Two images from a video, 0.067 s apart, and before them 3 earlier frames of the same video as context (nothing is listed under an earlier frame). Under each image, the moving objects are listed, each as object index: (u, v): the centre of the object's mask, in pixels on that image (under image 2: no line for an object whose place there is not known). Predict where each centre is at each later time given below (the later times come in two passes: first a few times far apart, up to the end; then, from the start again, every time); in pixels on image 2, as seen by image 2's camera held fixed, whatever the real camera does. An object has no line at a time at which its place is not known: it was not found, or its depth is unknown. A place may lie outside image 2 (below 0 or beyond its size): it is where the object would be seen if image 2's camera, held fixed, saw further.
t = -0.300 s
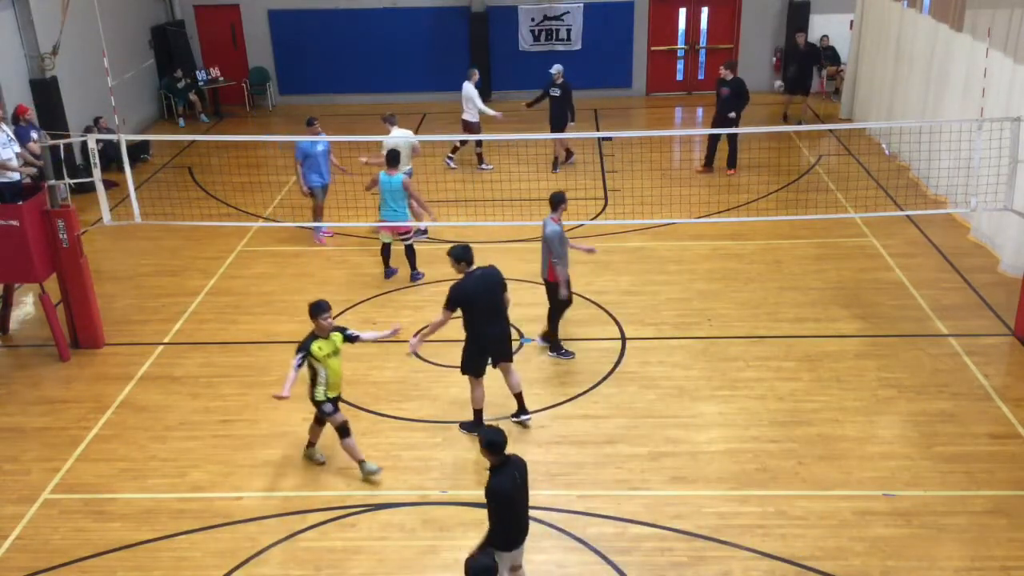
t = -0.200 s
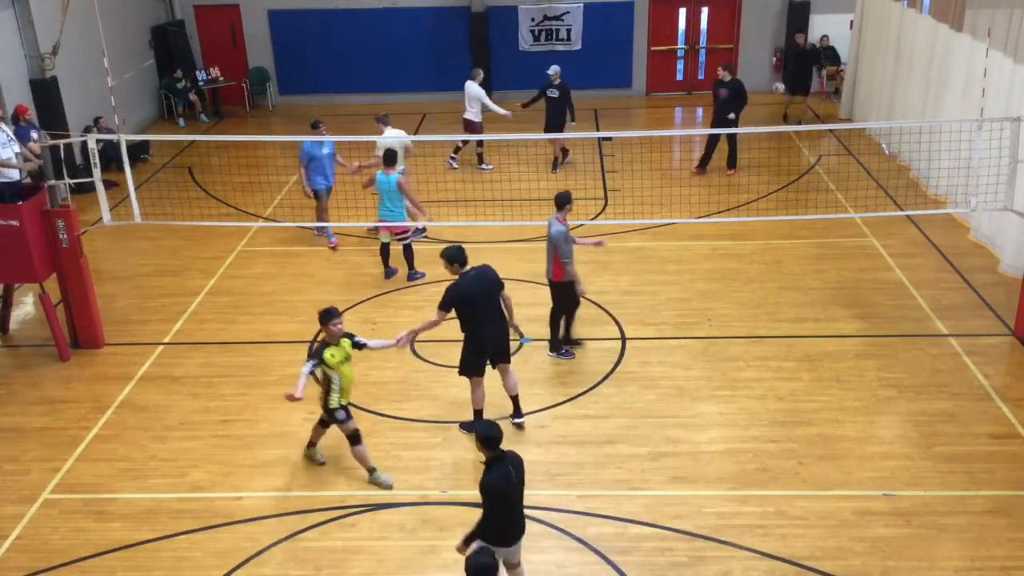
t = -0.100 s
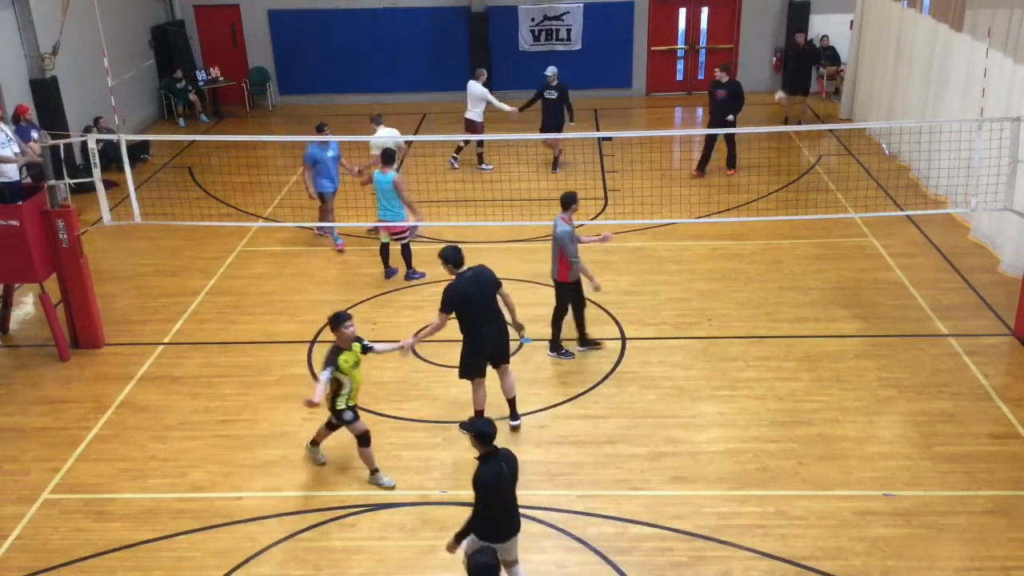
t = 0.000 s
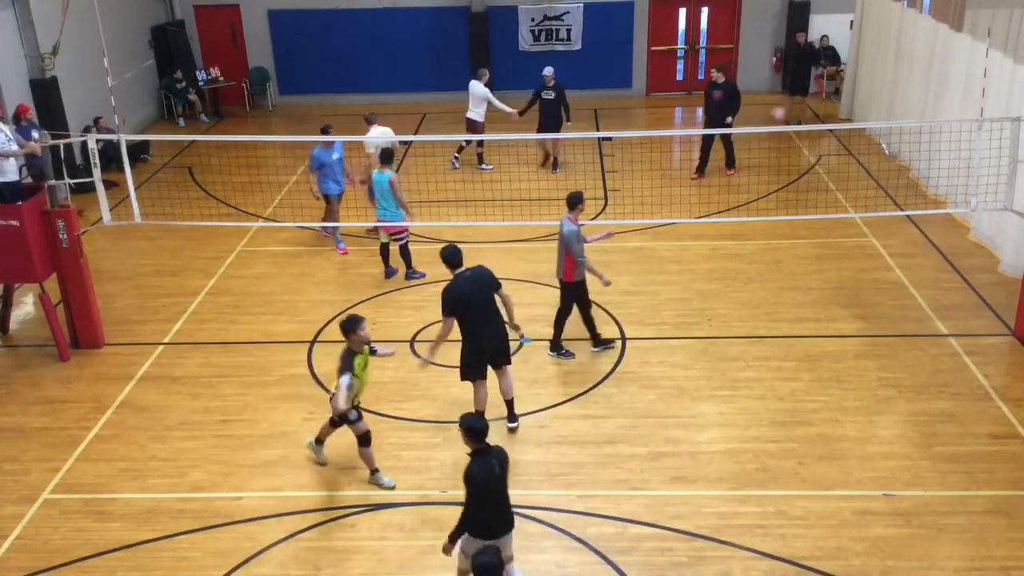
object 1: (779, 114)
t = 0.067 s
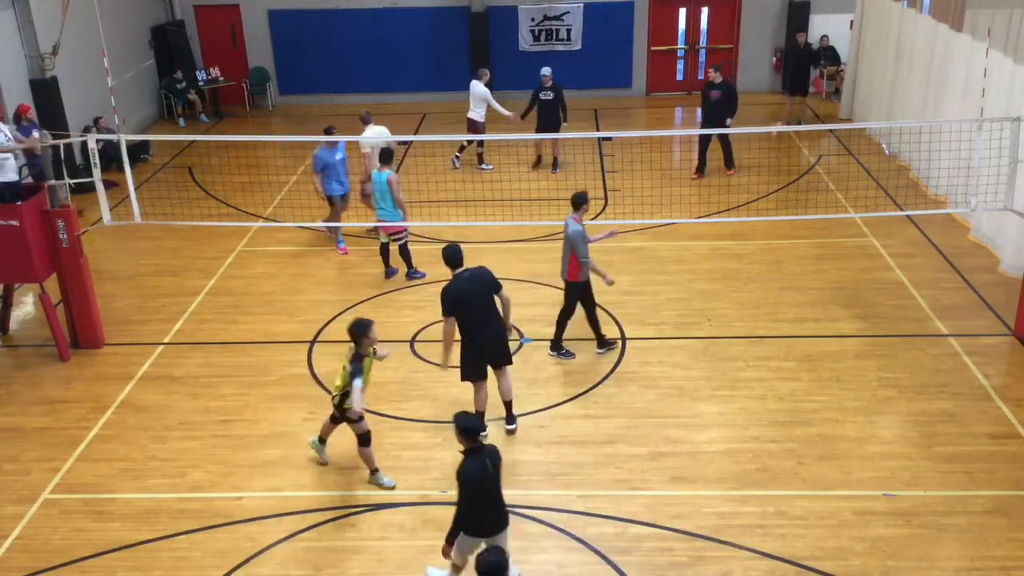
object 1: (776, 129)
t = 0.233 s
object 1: (771, 187)
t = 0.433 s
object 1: (760, 296)
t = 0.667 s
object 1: (739, 286)
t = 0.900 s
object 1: (711, 327)
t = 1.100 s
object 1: (680, 414)
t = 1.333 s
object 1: (639, 519)
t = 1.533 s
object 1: (594, 568)
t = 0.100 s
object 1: (775, 139)
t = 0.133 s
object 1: (775, 148)
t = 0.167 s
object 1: (773, 159)
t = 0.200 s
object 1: (774, 172)
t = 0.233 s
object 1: (771, 187)
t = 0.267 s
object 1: (770, 201)
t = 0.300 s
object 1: (767, 216)
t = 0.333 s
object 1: (766, 237)
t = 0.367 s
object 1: (763, 256)
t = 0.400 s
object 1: (762, 280)
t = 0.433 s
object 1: (760, 296)
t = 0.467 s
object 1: (757, 293)
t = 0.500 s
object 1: (754, 290)
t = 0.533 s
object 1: (752, 287)
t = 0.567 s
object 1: (749, 286)
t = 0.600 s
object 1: (745, 285)
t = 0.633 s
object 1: (743, 286)
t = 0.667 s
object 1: (739, 286)
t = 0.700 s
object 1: (736, 289)
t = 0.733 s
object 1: (732, 292)
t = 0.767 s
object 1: (728, 296)
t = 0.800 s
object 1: (724, 303)
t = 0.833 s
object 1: (720, 309)
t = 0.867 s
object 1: (715, 318)
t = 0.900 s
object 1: (711, 327)
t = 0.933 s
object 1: (706, 336)
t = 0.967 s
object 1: (701, 350)
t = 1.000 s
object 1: (696, 364)
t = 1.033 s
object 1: (692, 378)
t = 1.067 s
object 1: (685, 396)
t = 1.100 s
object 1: (680, 414)
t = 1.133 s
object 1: (675, 434)
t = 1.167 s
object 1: (668, 456)
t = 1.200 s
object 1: (664, 478)
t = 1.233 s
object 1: (657, 509)
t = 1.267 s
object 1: (651, 513)
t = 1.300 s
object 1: (645, 515)
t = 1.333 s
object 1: (639, 519)
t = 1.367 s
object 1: (632, 524)
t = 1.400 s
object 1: (626, 530)
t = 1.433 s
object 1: (618, 540)
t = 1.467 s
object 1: (610, 550)
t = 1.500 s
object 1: (602, 561)
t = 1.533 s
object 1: (594, 568)
